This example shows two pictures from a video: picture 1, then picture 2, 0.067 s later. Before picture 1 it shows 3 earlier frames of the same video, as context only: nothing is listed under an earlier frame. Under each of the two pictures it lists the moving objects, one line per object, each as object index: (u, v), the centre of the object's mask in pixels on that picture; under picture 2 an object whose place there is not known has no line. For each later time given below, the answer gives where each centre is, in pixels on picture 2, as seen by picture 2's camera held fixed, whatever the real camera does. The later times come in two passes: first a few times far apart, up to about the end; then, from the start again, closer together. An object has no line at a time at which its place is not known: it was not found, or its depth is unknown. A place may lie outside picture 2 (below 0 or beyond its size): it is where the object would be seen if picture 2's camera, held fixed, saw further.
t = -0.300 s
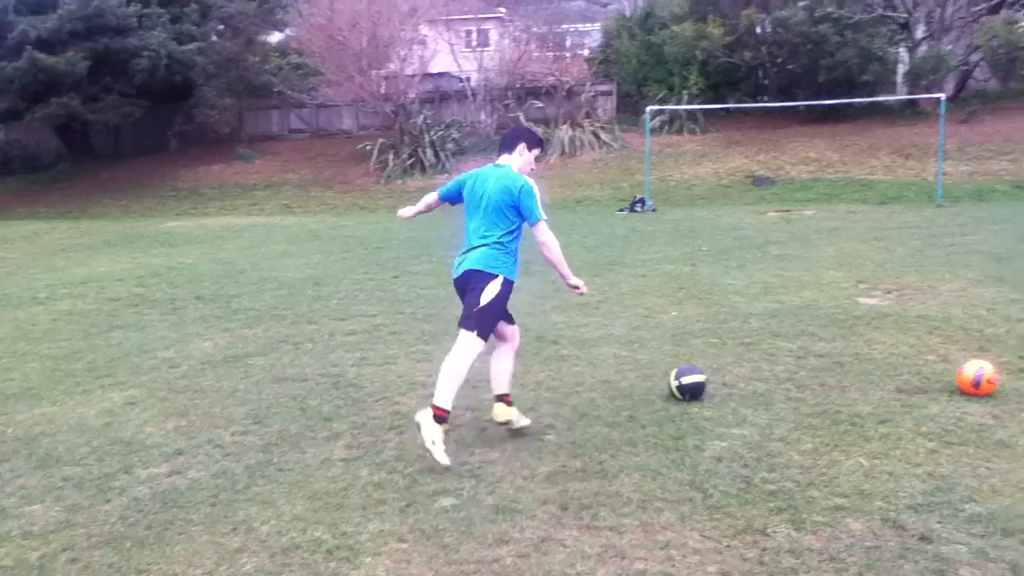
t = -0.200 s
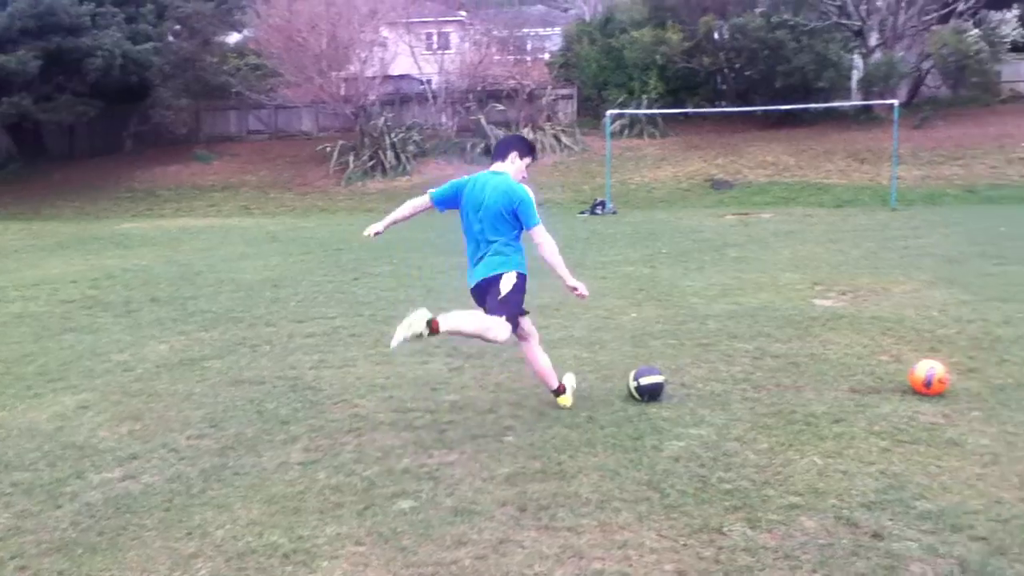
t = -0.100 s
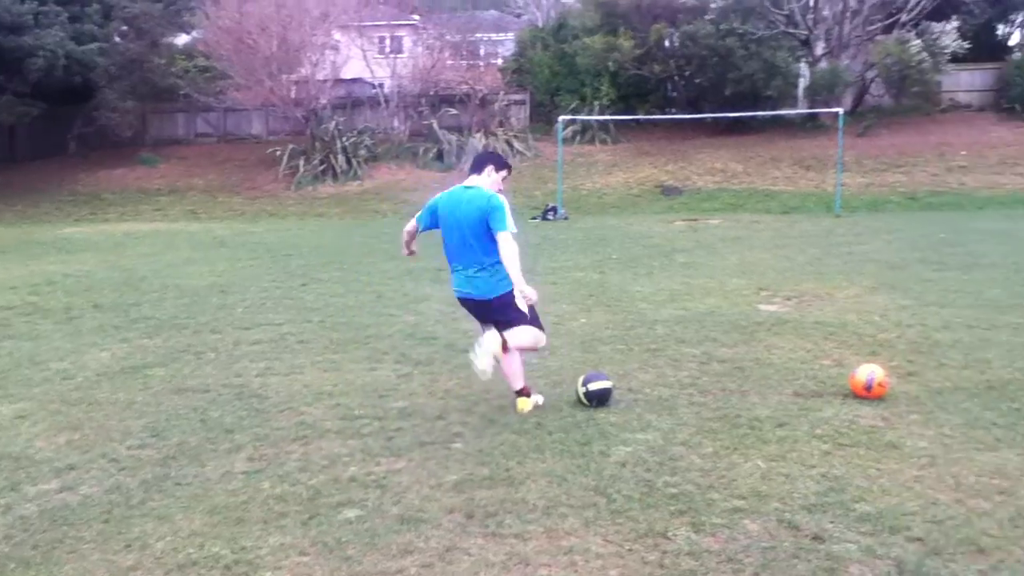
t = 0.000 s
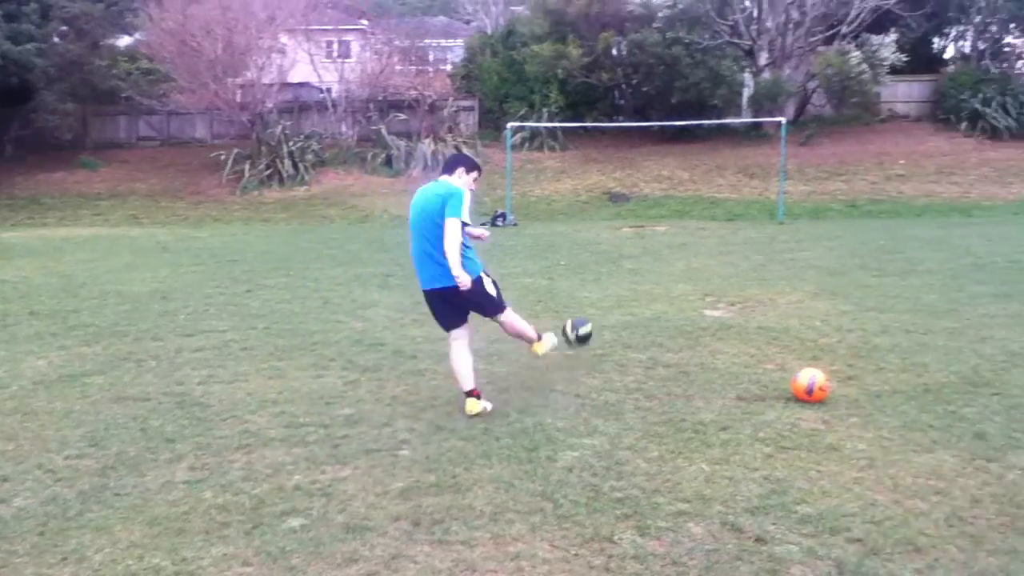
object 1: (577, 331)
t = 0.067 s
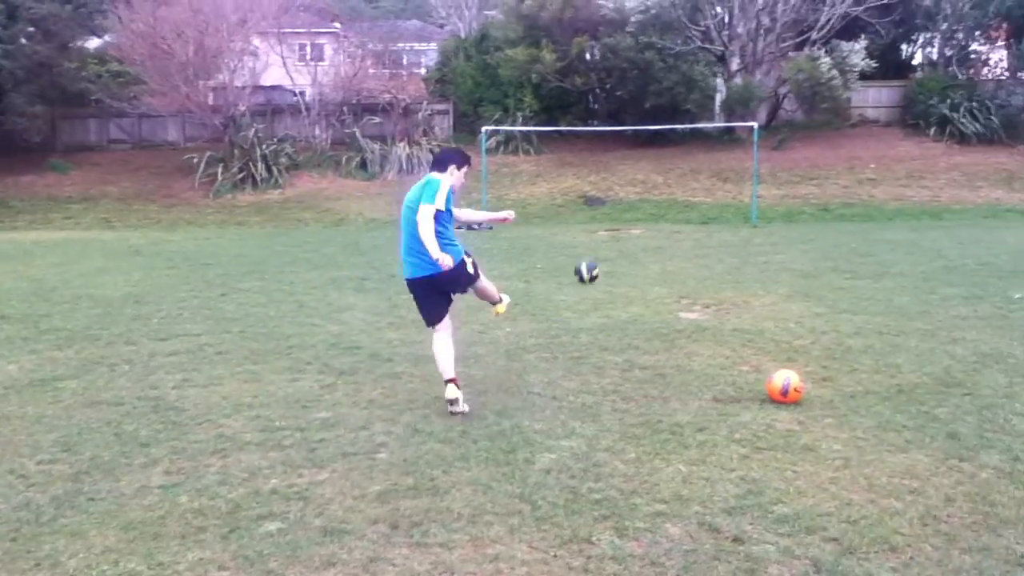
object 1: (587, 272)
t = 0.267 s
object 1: (627, 188)
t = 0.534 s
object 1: (639, 166)
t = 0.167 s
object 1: (613, 217)
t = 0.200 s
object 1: (619, 205)
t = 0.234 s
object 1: (624, 196)
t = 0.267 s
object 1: (627, 188)
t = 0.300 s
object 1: (630, 182)
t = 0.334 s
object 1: (633, 177)
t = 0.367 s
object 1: (635, 172)
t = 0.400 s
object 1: (636, 170)
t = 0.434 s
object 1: (638, 168)
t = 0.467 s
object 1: (638, 167)
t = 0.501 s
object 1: (639, 167)
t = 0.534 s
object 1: (639, 166)
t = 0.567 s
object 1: (640, 167)
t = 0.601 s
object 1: (640, 167)
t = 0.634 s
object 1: (640, 169)
